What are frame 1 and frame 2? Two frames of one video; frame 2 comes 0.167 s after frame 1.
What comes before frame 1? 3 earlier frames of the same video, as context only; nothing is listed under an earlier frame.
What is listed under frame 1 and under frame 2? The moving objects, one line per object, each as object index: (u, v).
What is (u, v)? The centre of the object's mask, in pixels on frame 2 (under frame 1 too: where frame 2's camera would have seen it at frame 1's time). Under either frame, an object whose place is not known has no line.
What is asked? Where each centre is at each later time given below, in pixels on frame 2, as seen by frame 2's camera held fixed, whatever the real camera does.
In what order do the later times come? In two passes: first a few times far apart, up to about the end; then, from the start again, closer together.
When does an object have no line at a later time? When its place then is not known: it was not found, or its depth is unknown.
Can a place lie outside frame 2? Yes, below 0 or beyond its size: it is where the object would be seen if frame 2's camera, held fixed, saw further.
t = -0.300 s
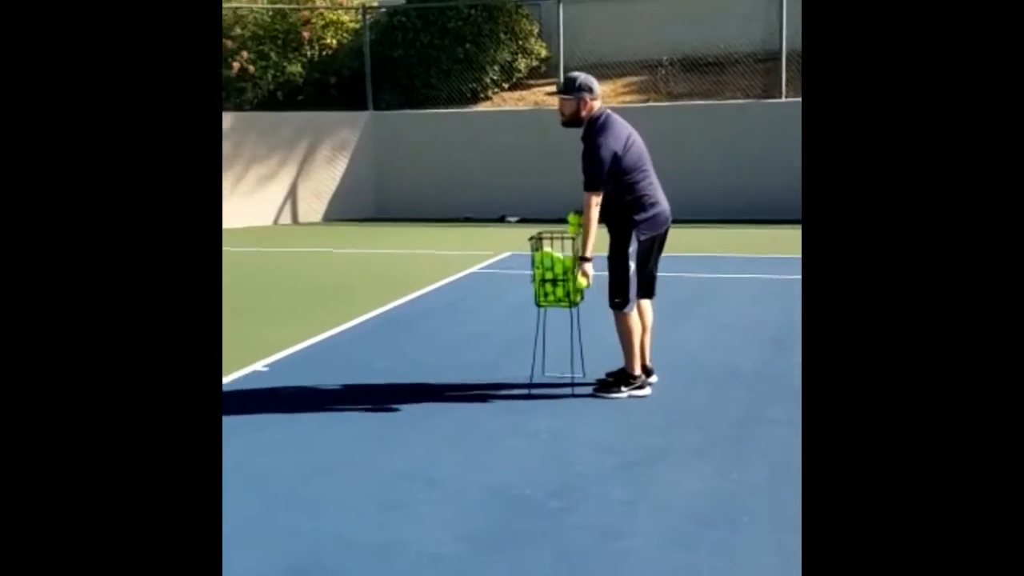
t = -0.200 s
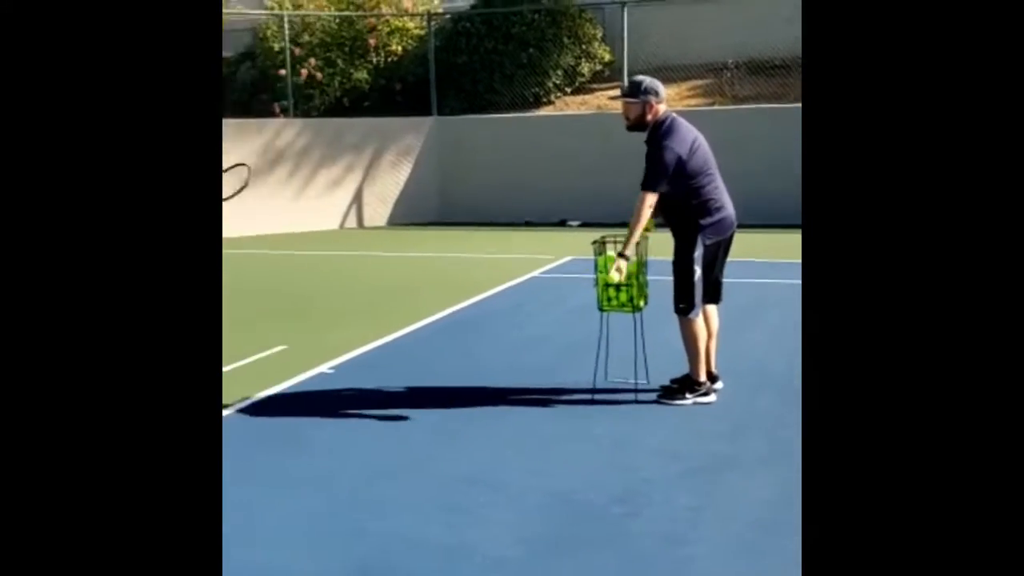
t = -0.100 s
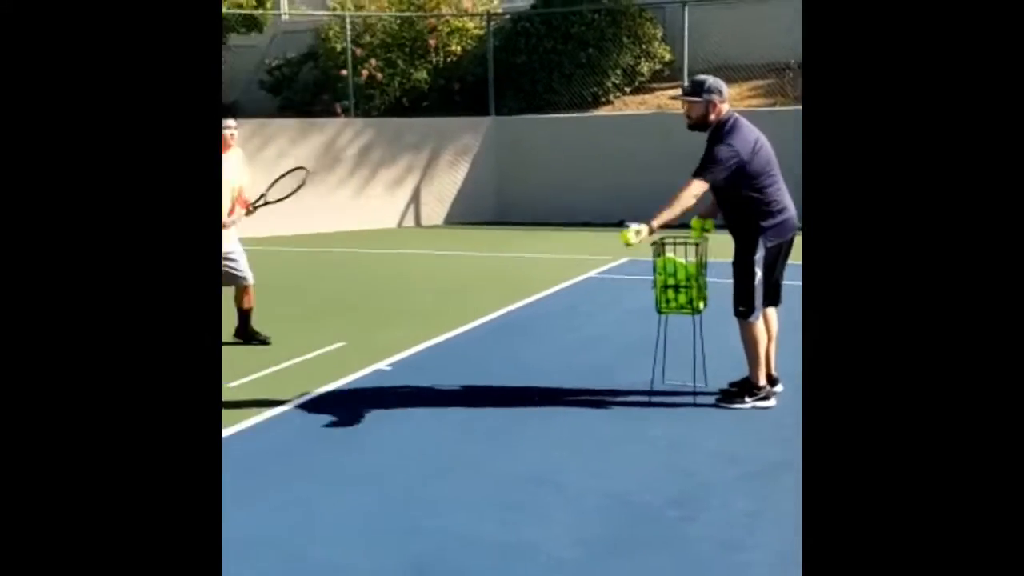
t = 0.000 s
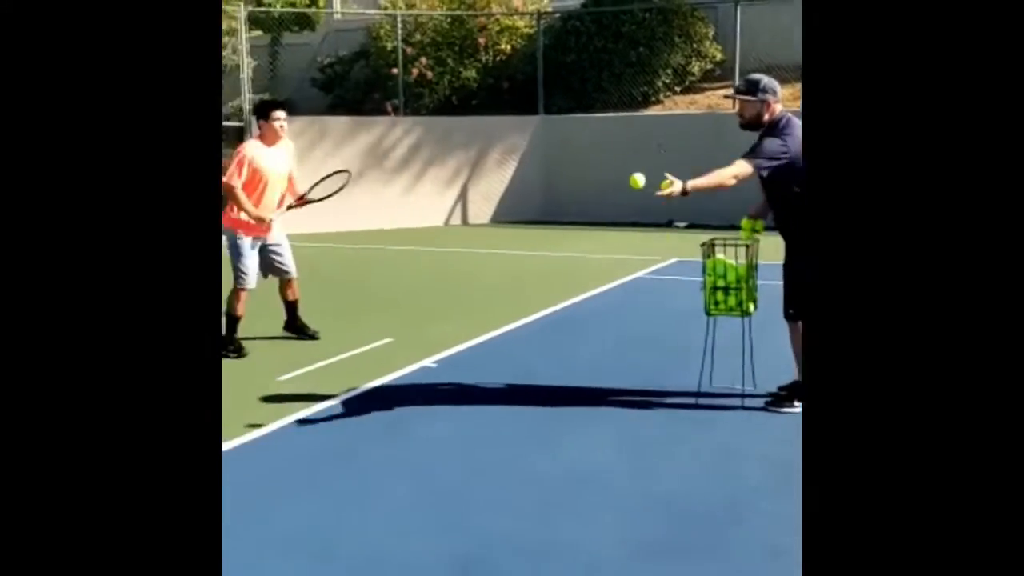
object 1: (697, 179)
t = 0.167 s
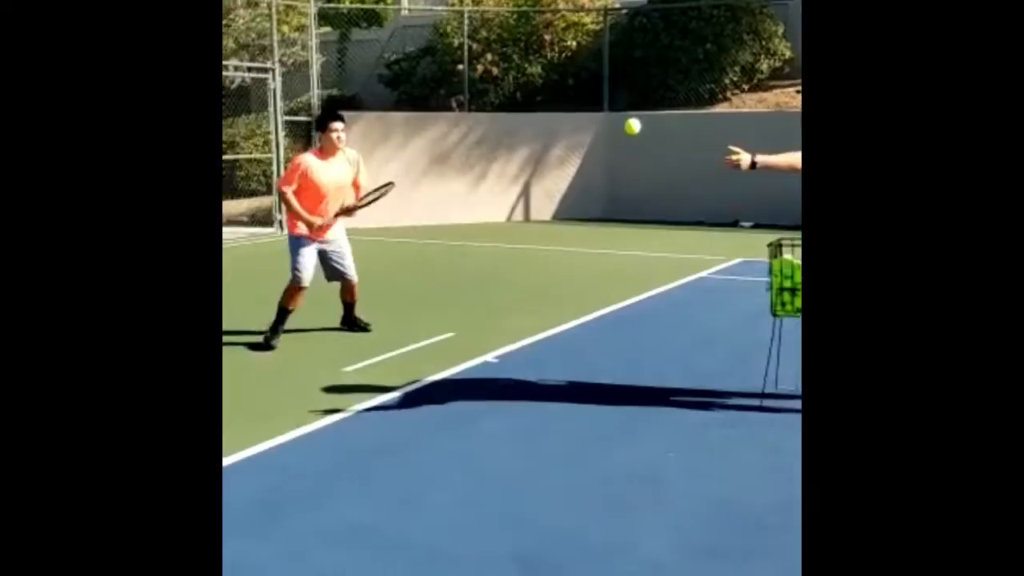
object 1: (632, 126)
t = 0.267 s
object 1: (588, 124)
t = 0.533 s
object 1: (460, 236)
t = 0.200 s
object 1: (618, 123)
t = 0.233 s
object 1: (603, 122)
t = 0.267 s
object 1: (588, 124)
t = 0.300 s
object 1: (572, 129)
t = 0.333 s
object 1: (557, 136)
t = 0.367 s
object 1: (541, 146)
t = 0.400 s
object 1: (525, 158)
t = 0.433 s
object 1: (509, 174)
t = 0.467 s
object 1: (492, 192)
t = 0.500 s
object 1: (475, 214)
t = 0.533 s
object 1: (460, 236)
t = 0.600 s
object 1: (430, 291)
